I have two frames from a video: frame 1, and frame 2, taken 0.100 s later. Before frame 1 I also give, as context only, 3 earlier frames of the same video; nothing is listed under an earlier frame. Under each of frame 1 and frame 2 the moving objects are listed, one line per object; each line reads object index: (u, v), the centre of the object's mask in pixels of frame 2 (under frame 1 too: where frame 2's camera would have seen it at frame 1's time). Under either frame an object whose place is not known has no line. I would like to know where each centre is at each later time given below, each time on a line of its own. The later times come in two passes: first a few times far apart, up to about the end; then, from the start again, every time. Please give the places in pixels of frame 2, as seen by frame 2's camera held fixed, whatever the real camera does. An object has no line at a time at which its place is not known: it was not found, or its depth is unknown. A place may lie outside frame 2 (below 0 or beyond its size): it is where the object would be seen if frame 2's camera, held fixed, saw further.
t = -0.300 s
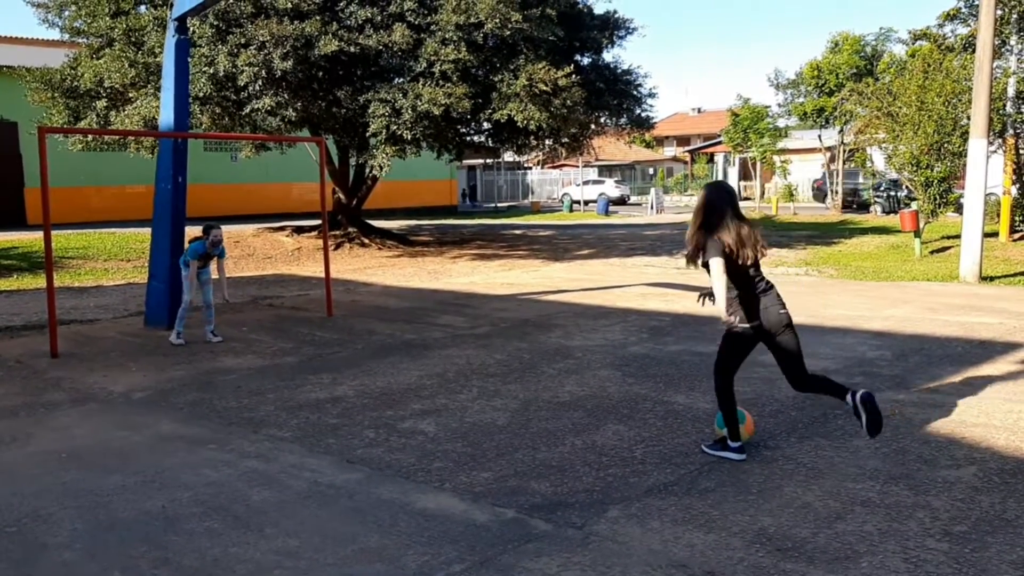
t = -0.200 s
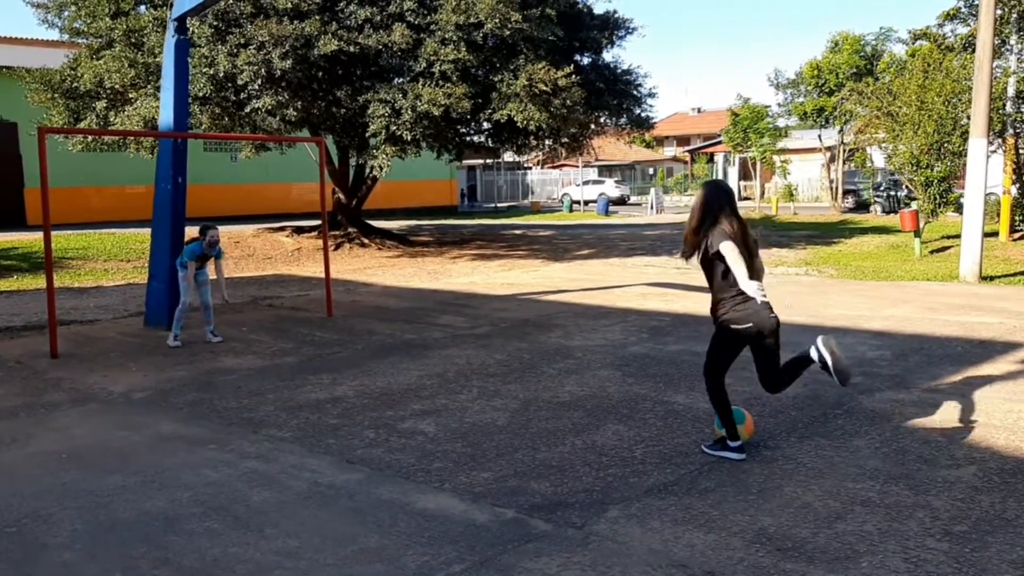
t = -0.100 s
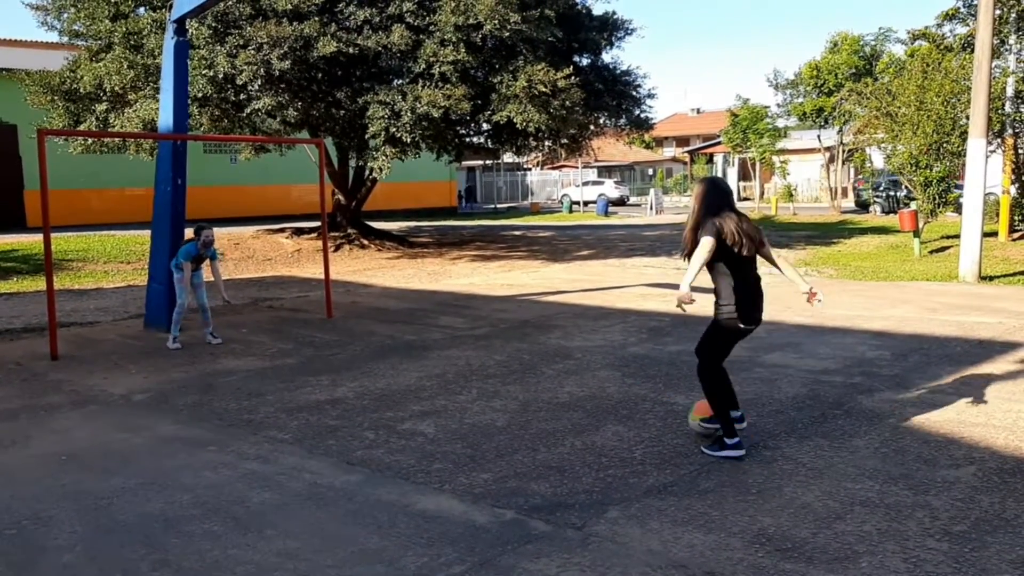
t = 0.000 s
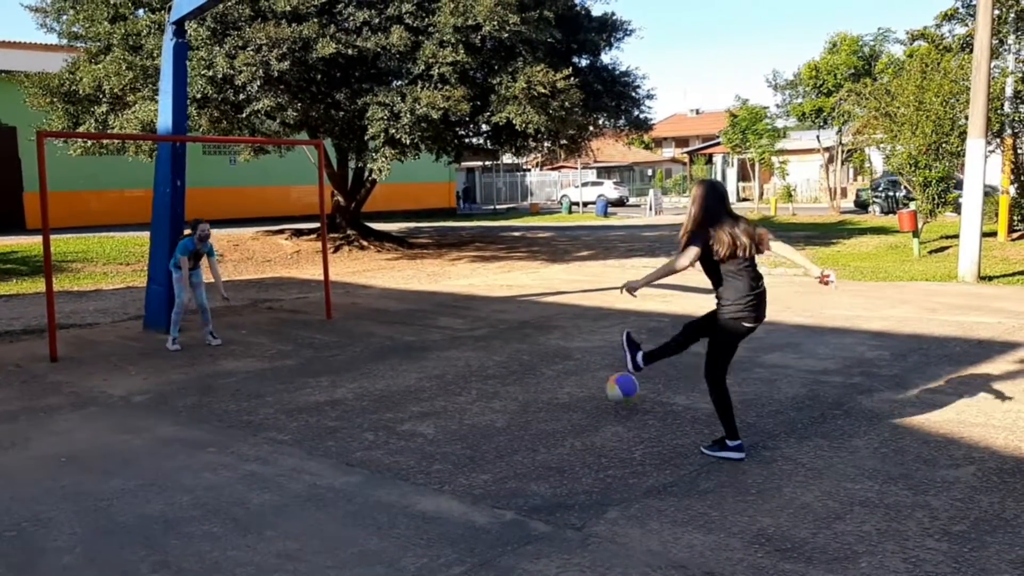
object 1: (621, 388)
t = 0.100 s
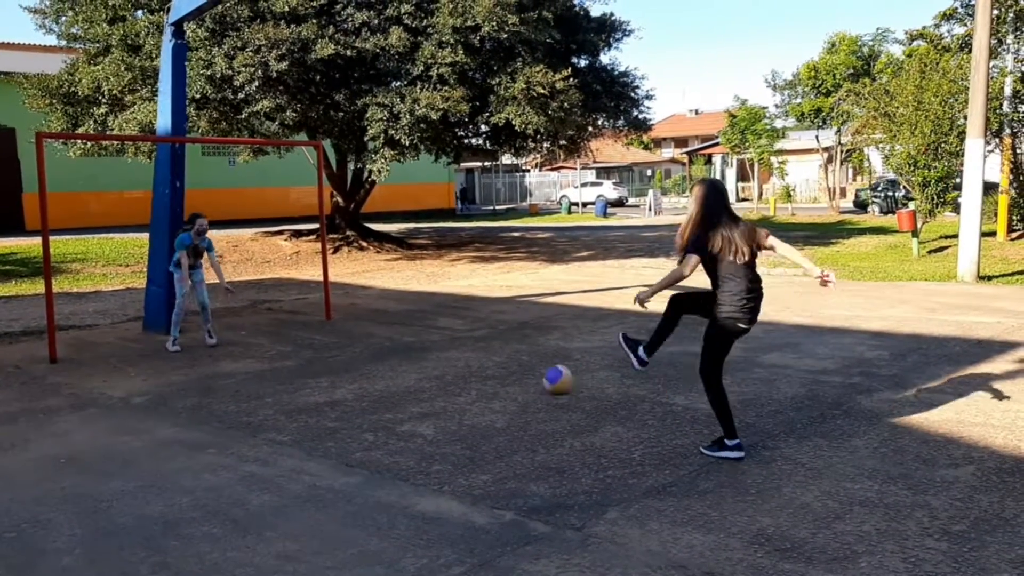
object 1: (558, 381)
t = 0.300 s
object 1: (458, 353)
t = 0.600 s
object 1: (351, 306)
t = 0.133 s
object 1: (538, 371)
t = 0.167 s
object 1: (519, 364)
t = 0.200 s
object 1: (504, 358)
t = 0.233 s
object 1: (486, 354)
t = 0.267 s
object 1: (471, 353)
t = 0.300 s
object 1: (458, 353)
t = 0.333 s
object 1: (442, 353)
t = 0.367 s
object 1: (430, 344)
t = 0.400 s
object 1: (416, 334)
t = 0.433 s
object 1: (404, 326)
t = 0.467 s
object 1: (393, 319)
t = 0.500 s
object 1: (383, 314)
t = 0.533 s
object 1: (370, 311)
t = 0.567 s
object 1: (362, 308)
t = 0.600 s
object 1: (351, 306)
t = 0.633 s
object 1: (341, 307)
